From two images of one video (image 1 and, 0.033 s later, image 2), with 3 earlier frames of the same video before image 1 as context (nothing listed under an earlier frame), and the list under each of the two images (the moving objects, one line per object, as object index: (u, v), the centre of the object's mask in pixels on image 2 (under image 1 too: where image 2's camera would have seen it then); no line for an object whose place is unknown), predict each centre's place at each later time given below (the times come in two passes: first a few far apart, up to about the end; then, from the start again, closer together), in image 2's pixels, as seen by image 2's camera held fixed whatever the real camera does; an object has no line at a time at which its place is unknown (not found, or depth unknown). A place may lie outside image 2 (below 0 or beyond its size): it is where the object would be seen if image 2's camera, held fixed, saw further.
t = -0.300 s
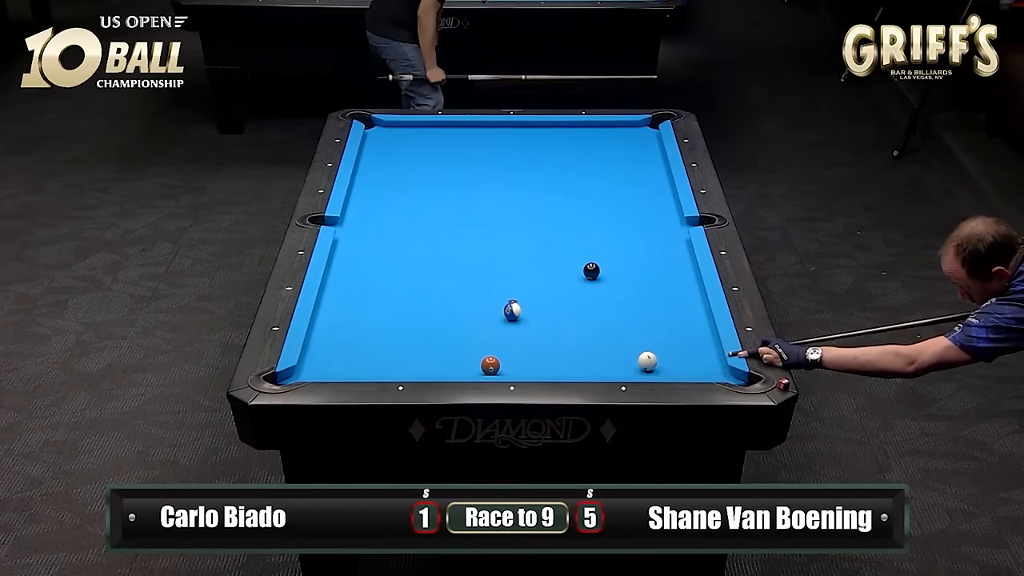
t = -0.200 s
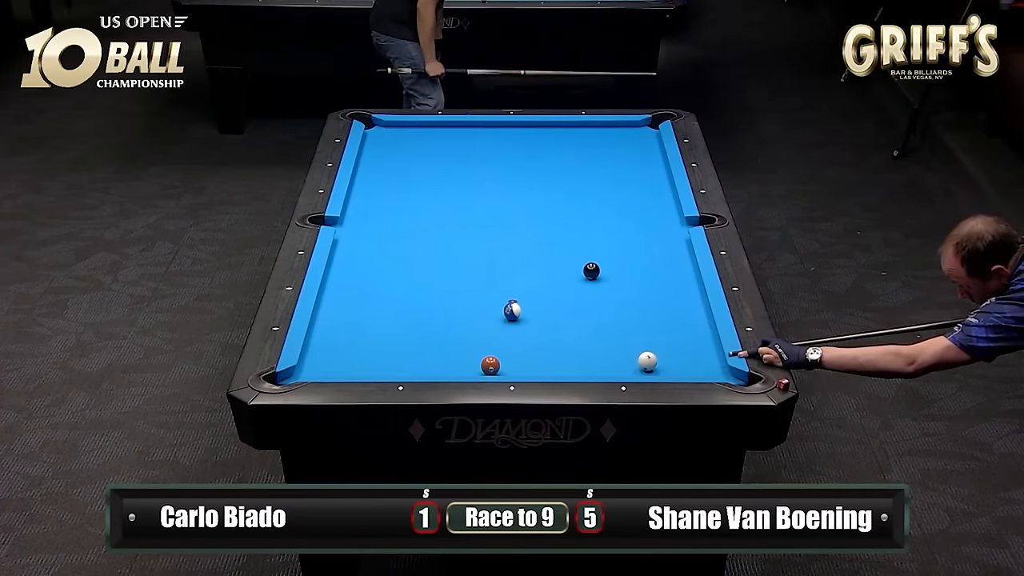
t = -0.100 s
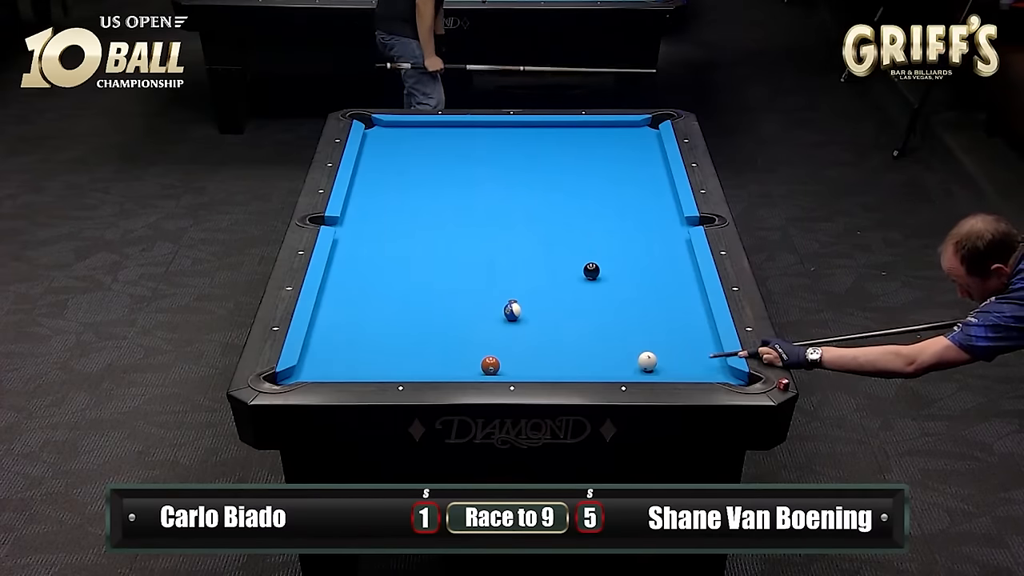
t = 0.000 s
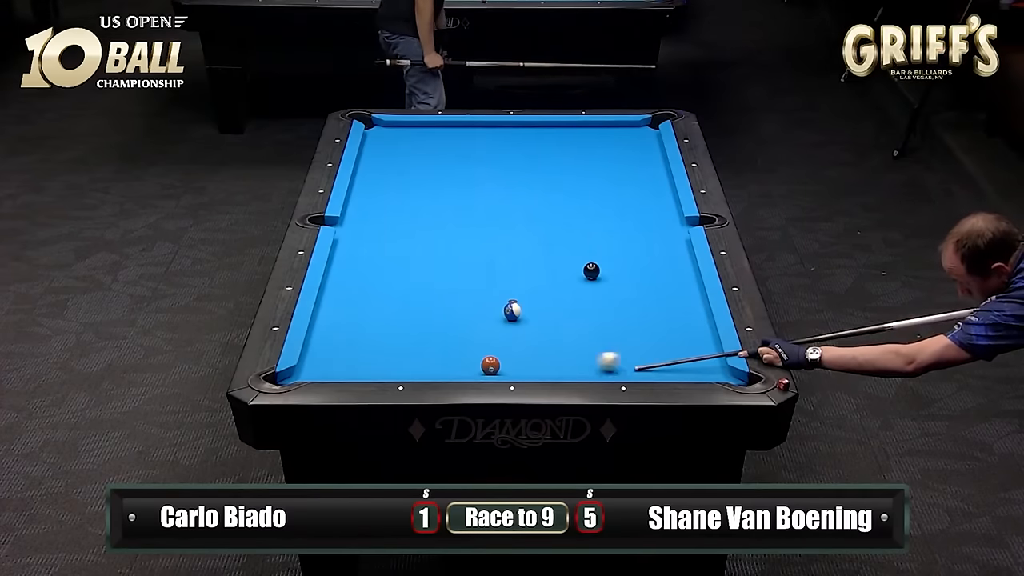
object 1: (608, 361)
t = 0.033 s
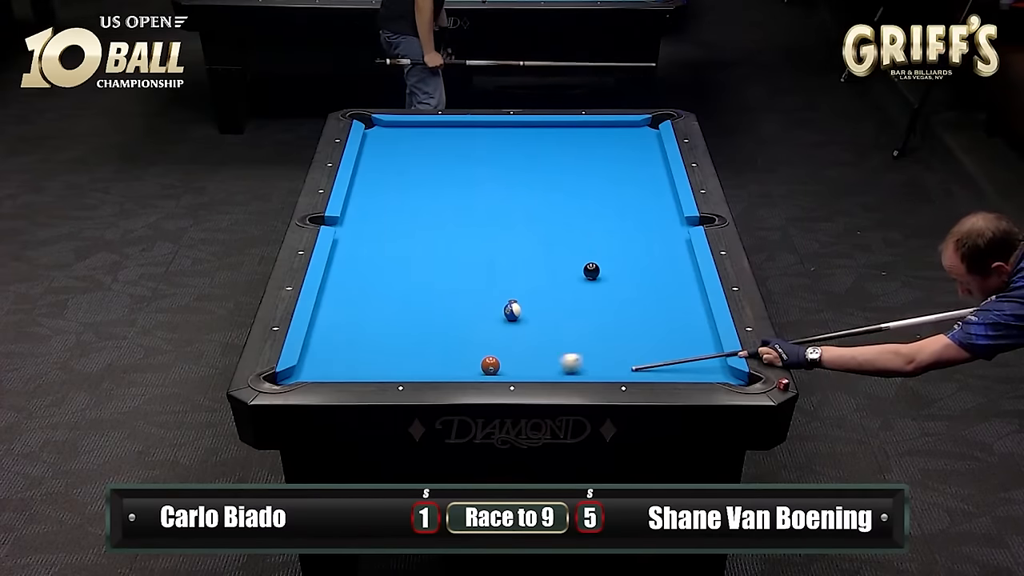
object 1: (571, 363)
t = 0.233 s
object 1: (514, 362)
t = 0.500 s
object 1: (553, 357)
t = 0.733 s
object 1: (596, 353)
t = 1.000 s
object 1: (639, 349)
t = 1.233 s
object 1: (676, 346)
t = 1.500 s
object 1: (709, 342)
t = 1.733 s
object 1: (690, 340)
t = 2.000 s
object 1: (668, 337)
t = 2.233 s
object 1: (652, 335)
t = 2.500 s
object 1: (636, 333)
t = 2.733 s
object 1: (621, 331)
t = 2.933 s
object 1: (612, 330)
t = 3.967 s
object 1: (578, 323)
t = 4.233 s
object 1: (566, 325)
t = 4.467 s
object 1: (563, 325)
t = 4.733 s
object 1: (560, 324)
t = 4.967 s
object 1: (559, 324)
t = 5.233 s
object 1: (559, 324)
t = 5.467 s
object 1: (559, 324)
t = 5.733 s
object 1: (559, 324)
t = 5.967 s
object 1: (559, 324)
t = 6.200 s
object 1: (559, 324)
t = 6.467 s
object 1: (559, 324)
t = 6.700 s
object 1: (559, 324)
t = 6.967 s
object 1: (560, 324)
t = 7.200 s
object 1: (560, 324)
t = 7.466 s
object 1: (560, 324)
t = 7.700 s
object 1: (560, 324)
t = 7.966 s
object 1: (560, 324)
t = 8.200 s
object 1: (559, 324)
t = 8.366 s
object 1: (559, 324)
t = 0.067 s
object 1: (534, 364)
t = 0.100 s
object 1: (516, 364)
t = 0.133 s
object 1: (509, 364)
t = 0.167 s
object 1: (510, 363)
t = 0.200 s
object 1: (511, 362)
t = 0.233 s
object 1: (514, 362)
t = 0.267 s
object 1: (517, 361)
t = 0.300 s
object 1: (521, 361)
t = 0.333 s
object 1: (526, 360)
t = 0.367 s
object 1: (532, 359)
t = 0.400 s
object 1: (538, 359)
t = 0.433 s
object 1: (544, 358)
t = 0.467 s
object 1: (550, 357)
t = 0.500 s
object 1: (553, 357)
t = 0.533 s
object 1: (559, 356)
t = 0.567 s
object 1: (567, 356)
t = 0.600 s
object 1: (573, 355)
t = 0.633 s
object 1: (579, 354)
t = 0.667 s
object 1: (584, 354)
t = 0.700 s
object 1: (590, 353)
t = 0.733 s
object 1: (596, 353)
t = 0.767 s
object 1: (601, 352)
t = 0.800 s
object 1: (607, 352)
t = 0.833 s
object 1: (612, 351)
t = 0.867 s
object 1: (618, 351)
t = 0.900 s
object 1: (621, 351)
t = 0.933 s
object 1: (626, 350)
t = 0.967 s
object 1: (634, 349)
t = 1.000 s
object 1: (639, 349)
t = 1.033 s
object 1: (645, 348)
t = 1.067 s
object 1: (650, 348)
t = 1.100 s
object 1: (655, 347)
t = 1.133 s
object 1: (660, 347)
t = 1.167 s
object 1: (665, 347)
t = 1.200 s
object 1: (670, 346)
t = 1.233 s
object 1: (676, 346)
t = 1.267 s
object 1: (681, 345)
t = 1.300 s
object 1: (683, 345)
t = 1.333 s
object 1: (688, 344)
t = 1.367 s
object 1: (696, 343)
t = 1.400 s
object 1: (701, 343)
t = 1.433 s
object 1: (706, 342)
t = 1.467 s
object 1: (710, 342)
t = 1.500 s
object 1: (709, 342)
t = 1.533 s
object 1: (705, 341)
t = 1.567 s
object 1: (702, 341)
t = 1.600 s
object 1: (699, 341)
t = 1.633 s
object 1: (697, 340)
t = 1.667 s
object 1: (694, 340)
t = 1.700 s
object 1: (693, 340)
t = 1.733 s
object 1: (690, 340)
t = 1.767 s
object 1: (686, 339)
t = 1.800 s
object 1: (684, 339)
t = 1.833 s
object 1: (681, 338)
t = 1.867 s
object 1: (678, 338)
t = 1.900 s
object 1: (676, 338)
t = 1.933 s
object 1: (673, 337)
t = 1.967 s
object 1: (671, 337)
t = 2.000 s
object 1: (668, 337)
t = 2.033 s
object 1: (666, 336)
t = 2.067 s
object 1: (663, 336)
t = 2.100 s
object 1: (662, 336)
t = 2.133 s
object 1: (660, 336)
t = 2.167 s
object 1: (656, 335)
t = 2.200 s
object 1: (654, 335)
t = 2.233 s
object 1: (652, 335)
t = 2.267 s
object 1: (649, 335)
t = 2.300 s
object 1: (647, 334)
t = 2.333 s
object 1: (645, 334)
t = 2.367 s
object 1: (643, 334)
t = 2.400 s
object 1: (641, 334)
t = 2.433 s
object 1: (639, 333)
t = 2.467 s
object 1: (637, 333)
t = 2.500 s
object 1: (636, 333)
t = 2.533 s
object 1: (634, 333)
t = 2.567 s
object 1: (631, 332)
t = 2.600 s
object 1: (629, 332)
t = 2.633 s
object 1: (627, 332)
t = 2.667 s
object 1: (625, 332)
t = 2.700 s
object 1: (623, 331)
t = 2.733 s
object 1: (621, 331)
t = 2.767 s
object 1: (619, 331)
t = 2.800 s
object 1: (617, 331)
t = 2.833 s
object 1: (614, 331)
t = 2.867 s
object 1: (616, 330)
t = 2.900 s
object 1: (614, 330)
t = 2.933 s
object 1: (612, 330)
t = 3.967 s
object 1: (578, 323)
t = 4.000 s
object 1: (574, 325)
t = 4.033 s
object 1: (571, 326)
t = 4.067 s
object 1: (570, 326)
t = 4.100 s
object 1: (570, 326)
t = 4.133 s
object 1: (569, 326)
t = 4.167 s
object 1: (568, 325)
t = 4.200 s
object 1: (567, 325)
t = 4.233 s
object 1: (566, 325)
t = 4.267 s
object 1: (566, 325)
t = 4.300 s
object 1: (565, 325)
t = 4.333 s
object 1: (565, 325)
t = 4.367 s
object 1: (564, 325)
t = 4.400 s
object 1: (563, 325)
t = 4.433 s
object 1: (563, 325)
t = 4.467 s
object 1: (563, 325)
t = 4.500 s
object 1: (562, 325)
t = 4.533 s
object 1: (562, 325)
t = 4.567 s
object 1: (561, 324)
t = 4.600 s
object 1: (561, 324)
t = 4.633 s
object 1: (561, 324)
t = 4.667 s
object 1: (561, 324)
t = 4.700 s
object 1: (560, 324)
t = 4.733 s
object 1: (560, 324)
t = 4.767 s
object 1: (560, 324)
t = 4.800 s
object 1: (560, 324)
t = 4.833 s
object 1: (560, 324)
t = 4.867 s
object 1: (560, 324)
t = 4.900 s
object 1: (559, 324)
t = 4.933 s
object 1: (559, 324)
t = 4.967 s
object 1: (559, 324)
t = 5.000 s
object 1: (559, 324)
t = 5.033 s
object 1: (559, 324)
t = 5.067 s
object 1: (559, 324)
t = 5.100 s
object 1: (559, 324)
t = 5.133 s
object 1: (559, 324)
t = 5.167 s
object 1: (559, 324)
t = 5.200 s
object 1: (559, 324)
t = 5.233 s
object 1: (559, 324)
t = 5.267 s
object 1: (559, 324)
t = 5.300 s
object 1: (559, 324)
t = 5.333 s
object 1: (559, 324)
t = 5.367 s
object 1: (559, 324)
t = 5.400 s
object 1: (559, 324)
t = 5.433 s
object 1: (559, 324)
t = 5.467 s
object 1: (559, 324)
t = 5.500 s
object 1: (559, 324)
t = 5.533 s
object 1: (559, 324)
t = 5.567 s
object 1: (559, 324)
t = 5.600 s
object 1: (559, 324)
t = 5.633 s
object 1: (559, 324)
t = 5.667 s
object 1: (560, 324)
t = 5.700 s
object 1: (559, 324)
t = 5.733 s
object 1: (559, 324)
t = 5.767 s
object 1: (559, 324)
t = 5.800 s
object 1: (559, 324)
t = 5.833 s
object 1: (559, 324)
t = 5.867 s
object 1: (560, 324)
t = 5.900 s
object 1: (560, 324)
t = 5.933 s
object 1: (559, 324)
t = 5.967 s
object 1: (559, 324)
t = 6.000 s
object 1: (559, 324)
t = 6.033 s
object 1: (559, 324)
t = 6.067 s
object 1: (559, 324)
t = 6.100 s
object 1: (559, 324)
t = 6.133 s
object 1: (559, 324)
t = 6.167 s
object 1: (560, 324)
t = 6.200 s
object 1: (559, 324)
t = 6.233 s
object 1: (559, 324)
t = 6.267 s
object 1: (559, 324)
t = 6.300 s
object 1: (560, 324)
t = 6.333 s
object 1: (559, 324)
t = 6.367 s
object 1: (559, 324)
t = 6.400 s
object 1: (559, 324)
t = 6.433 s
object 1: (559, 324)
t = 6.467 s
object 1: (559, 324)
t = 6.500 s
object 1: (559, 324)
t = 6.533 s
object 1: (559, 324)
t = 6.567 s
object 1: (559, 324)
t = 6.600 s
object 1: (560, 324)
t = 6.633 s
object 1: (559, 324)
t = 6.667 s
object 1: (559, 324)
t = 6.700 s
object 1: (559, 324)
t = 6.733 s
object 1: (559, 324)
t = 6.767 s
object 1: (560, 324)
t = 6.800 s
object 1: (560, 324)
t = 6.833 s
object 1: (559, 324)
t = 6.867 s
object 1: (559, 324)
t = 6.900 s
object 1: (560, 324)
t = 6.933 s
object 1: (559, 324)
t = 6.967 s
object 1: (560, 324)
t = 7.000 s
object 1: (560, 324)
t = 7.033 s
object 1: (559, 324)
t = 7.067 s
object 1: (560, 324)
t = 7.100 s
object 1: (560, 324)
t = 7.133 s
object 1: (560, 324)
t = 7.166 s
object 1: (559, 324)
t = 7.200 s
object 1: (560, 324)
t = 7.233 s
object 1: (559, 324)
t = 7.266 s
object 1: (559, 324)
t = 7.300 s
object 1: (559, 324)
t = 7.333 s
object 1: (559, 324)
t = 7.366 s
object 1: (559, 324)
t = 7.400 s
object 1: (560, 324)
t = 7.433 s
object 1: (560, 324)
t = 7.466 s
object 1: (560, 324)
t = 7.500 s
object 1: (560, 324)
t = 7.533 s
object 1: (560, 324)
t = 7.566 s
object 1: (560, 324)
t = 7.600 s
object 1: (560, 324)
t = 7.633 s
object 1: (560, 324)
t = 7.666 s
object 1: (560, 324)
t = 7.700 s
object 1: (560, 324)
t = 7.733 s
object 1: (560, 324)
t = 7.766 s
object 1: (559, 324)
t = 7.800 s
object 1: (559, 324)
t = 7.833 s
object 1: (559, 324)
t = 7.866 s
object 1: (559, 324)
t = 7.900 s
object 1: (559, 324)
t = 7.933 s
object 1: (560, 324)
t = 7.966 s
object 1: (560, 324)
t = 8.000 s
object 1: (560, 324)
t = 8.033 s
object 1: (560, 324)
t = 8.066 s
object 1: (560, 324)
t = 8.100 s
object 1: (560, 324)
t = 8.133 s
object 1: (560, 324)
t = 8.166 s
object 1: (560, 324)
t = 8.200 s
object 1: (559, 324)
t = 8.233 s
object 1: (560, 324)
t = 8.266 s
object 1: (559, 324)
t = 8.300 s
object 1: (560, 324)
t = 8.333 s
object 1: (560, 324)
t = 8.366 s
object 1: (559, 324)
